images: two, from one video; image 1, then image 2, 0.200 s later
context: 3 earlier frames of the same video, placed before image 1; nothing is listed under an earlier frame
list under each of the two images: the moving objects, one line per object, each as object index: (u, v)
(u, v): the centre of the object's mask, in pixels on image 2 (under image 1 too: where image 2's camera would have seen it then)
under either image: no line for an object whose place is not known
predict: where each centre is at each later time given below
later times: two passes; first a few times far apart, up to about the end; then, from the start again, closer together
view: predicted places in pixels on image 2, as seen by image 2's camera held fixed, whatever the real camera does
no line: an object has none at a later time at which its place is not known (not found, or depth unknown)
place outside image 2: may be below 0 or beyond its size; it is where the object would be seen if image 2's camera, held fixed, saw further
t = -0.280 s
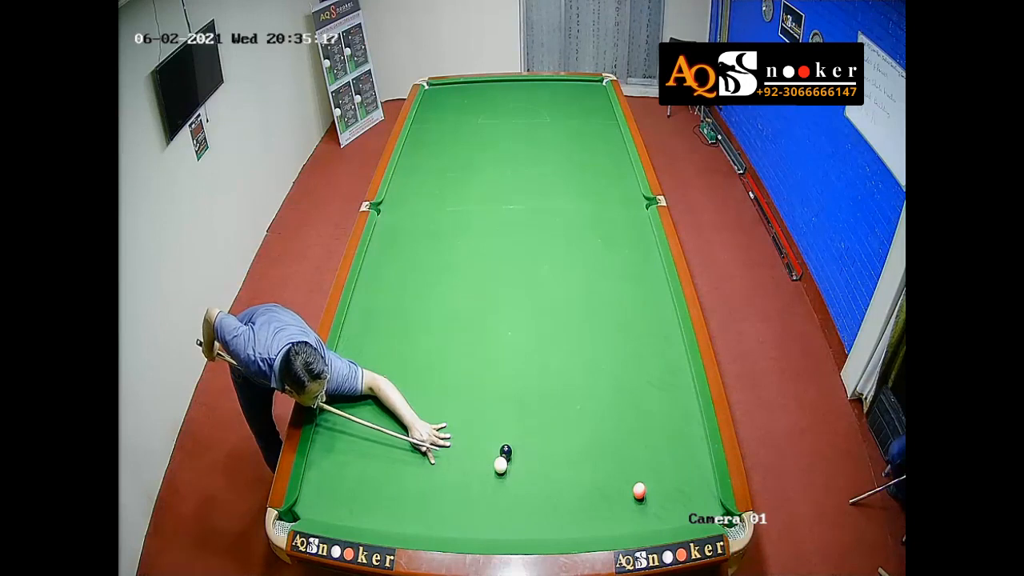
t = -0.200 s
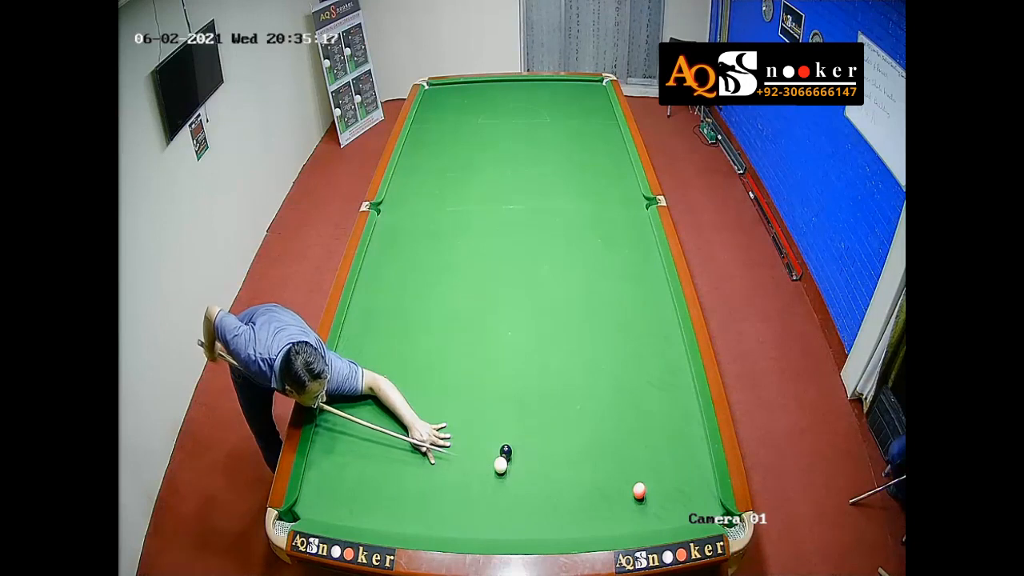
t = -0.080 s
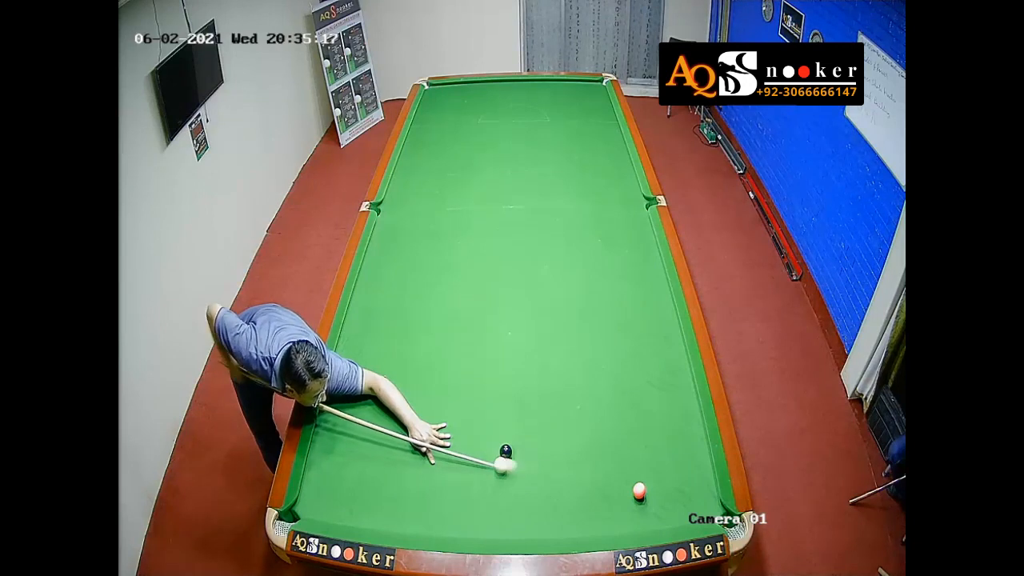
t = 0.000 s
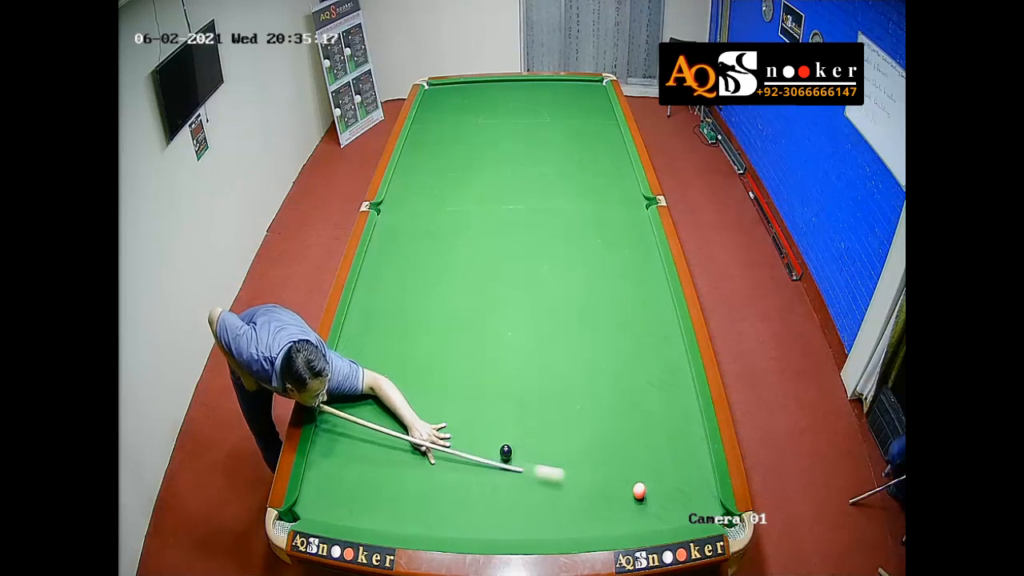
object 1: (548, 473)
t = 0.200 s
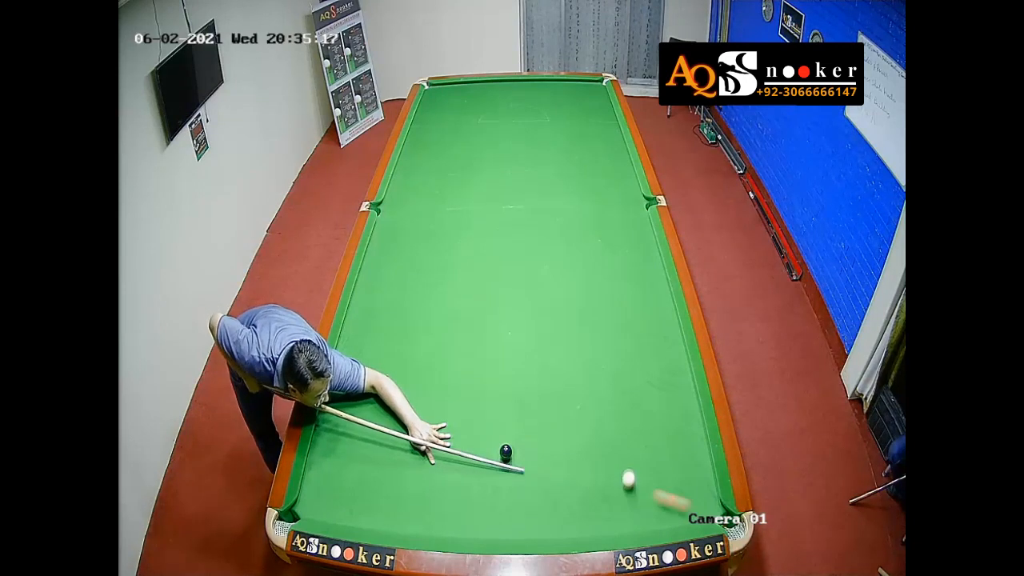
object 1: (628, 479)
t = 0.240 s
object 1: (628, 476)
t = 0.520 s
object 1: (621, 460)
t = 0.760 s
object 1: (615, 446)
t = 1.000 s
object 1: (611, 436)
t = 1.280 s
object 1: (606, 425)
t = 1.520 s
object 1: (602, 418)
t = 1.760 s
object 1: (599, 413)
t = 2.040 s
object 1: (596, 409)
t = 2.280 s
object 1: (594, 407)
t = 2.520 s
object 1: (593, 407)
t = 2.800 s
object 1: (593, 407)
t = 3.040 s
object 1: (593, 407)
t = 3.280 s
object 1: (593, 407)
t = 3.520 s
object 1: (593, 407)
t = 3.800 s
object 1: (593, 407)
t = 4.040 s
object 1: (593, 407)
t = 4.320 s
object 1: (593, 407)
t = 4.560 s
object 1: (593, 407)
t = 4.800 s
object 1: (593, 407)
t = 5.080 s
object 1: (593, 407)
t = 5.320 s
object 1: (593, 407)
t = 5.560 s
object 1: (593, 407)
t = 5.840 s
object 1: (593, 407)
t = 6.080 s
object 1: (593, 407)
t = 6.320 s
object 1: (593, 407)
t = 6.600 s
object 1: (593, 407)
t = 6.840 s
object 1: (593, 407)
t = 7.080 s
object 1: (593, 407)
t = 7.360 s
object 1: (593, 407)
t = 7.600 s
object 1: (593, 407)
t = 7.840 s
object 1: (593, 407)
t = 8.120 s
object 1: (593, 407)
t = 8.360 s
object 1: (593, 407)
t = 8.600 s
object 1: (593, 407)
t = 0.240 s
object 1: (628, 476)
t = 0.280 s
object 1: (627, 474)
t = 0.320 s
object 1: (626, 472)
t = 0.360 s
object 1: (625, 470)
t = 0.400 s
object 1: (624, 467)
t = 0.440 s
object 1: (623, 464)
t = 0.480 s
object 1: (622, 462)
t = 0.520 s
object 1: (621, 460)
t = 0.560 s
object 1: (620, 457)
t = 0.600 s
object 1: (618, 453)
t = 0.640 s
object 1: (617, 451)
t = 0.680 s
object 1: (617, 449)
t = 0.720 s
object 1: (616, 448)
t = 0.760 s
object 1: (615, 446)
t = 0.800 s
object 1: (614, 444)
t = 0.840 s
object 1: (614, 442)
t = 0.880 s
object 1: (613, 441)
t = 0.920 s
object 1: (612, 439)
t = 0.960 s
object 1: (611, 437)
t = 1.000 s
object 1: (611, 436)
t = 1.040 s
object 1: (610, 434)
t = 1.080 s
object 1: (609, 432)
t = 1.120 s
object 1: (608, 430)
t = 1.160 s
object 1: (607, 428)
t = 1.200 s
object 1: (607, 427)
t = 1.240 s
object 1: (606, 426)
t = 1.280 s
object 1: (606, 425)
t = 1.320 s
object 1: (605, 423)
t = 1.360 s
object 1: (604, 422)
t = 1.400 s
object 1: (604, 421)
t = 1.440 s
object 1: (603, 420)
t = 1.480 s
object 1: (603, 419)
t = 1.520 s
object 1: (602, 418)
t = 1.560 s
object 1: (602, 417)
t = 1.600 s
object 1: (601, 415)
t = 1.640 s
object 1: (600, 415)
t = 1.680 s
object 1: (600, 414)
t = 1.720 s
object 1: (599, 413)
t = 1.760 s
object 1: (599, 413)
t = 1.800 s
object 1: (598, 412)
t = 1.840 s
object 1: (598, 411)
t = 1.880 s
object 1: (598, 411)
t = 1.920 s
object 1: (597, 410)
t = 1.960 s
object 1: (597, 410)
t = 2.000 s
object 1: (596, 409)
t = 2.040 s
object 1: (596, 409)
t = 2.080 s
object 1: (596, 408)
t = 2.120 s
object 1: (595, 408)
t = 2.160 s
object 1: (595, 408)
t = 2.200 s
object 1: (595, 407)
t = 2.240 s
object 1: (594, 407)
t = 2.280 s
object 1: (594, 407)
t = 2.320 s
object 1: (594, 407)
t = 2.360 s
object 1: (594, 407)
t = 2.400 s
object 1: (594, 407)
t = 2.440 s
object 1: (593, 407)
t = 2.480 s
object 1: (593, 407)
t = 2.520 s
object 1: (593, 407)
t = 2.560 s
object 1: (593, 407)
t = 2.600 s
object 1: (593, 407)
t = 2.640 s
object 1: (593, 407)
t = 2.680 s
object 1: (593, 407)
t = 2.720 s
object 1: (593, 407)
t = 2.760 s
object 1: (593, 407)
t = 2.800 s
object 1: (593, 407)
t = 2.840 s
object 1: (593, 407)
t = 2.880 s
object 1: (593, 407)
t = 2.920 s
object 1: (593, 407)
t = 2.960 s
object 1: (593, 407)
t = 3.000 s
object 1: (593, 407)
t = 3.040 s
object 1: (593, 407)
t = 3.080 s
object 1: (593, 407)
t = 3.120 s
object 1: (593, 407)
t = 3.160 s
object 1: (593, 407)
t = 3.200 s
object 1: (593, 407)
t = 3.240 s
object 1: (593, 407)
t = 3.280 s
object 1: (593, 407)
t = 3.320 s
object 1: (593, 407)
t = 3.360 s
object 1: (593, 407)
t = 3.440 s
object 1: (593, 407)
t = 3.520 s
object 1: (593, 407)
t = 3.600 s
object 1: (593, 407)
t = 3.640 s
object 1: (593, 407)
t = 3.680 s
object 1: (593, 407)
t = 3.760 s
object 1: (593, 407)
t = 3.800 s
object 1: (593, 407)
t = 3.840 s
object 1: (593, 407)
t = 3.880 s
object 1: (593, 407)
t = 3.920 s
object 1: (593, 407)
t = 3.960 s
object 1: (593, 407)
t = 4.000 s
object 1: (593, 407)
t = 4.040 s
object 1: (593, 407)
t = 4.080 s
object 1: (593, 407)
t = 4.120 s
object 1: (593, 407)
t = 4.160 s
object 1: (593, 407)
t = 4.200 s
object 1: (593, 407)
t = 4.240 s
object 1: (593, 407)
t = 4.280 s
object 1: (593, 407)
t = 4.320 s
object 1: (593, 407)
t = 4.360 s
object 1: (593, 407)
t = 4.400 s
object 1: (593, 407)
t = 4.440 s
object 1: (593, 407)
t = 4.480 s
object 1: (593, 407)
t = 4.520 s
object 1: (593, 407)
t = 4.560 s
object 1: (593, 407)
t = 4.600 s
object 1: (593, 407)
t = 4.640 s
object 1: (593, 407)
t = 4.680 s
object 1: (593, 407)
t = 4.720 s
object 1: (593, 407)
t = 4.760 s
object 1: (593, 407)
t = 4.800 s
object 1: (593, 407)
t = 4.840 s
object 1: (593, 407)
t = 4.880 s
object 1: (593, 407)
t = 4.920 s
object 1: (593, 407)
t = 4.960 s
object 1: (593, 407)
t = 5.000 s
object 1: (593, 407)
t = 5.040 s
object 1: (593, 407)
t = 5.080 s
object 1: (593, 407)
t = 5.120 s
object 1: (593, 407)
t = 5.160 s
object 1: (593, 407)
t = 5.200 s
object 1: (593, 407)
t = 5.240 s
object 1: (593, 407)
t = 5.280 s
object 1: (593, 407)
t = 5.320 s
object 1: (593, 407)
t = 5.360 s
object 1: (593, 407)
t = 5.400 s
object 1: (593, 407)
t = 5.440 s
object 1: (593, 407)
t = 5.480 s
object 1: (593, 407)
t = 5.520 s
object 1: (593, 407)
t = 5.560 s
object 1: (593, 407)
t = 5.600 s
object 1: (593, 407)
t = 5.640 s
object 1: (593, 407)
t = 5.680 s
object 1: (593, 407)
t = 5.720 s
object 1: (593, 407)
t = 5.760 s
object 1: (593, 407)
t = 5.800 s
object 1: (593, 407)
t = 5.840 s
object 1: (593, 407)
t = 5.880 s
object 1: (593, 407)
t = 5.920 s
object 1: (593, 407)
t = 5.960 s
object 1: (593, 407)
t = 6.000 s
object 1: (593, 407)
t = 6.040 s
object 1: (593, 407)
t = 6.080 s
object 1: (593, 407)
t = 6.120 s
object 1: (593, 407)
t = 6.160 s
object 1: (593, 407)
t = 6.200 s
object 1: (593, 407)
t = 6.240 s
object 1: (593, 407)
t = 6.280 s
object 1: (593, 407)
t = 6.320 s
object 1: (593, 407)
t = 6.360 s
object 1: (593, 407)
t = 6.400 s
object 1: (593, 407)
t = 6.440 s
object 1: (593, 407)
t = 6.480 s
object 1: (593, 407)
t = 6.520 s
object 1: (593, 407)
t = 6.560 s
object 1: (593, 407)
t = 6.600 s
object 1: (593, 407)
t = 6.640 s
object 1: (593, 407)
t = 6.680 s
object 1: (593, 407)
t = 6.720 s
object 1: (593, 407)
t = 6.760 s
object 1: (593, 407)
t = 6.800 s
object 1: (593, 407)
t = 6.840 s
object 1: (593, 407)
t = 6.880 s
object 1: (593, 407)
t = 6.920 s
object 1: (593, 407)
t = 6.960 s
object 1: (593, 407)
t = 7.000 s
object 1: (593, 407)
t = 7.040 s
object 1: (593, 407)
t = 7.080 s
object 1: (593, 407)
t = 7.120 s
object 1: (593, 407)
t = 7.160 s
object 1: (593, 407)
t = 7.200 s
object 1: (593, 407)
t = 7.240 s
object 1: (593, 407)
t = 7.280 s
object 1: (593, 407)
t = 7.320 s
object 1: (593, 407)
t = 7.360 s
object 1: (593, 407)
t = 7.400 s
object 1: (593, 407)
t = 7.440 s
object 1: (593, 407)
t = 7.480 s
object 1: (593, 407)
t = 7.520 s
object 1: (593, 407)
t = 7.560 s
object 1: (593, 407)
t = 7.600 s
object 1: (593, 407)
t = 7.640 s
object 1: (593, 407)
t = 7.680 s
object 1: (593, 407)
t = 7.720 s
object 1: (593, 407)
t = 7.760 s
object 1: (593, 407)
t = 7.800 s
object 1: (593, 407)
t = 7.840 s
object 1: (593, 407)
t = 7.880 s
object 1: (593, 407)
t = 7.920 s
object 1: (593, 407)
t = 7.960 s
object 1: (593, 407)
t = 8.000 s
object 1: (593, 407)
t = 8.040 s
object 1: (593, 407)
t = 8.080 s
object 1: (593, 407)
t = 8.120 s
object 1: (593, 407)
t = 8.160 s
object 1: (593, 407)
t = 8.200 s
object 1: (593, 407)
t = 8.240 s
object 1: (593, 407)
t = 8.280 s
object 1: (593, 407)
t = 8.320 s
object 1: (593, 407)
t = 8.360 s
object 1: (593, 407)
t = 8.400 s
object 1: (593, 407)
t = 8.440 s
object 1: (593, 407)
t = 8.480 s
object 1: (593, 407)
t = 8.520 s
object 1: (593, 407)
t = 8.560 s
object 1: (593, 407)
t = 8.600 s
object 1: (593, 407)
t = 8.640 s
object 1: (593, 407)
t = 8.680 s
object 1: (593, 406)
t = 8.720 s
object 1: (593, 407)
